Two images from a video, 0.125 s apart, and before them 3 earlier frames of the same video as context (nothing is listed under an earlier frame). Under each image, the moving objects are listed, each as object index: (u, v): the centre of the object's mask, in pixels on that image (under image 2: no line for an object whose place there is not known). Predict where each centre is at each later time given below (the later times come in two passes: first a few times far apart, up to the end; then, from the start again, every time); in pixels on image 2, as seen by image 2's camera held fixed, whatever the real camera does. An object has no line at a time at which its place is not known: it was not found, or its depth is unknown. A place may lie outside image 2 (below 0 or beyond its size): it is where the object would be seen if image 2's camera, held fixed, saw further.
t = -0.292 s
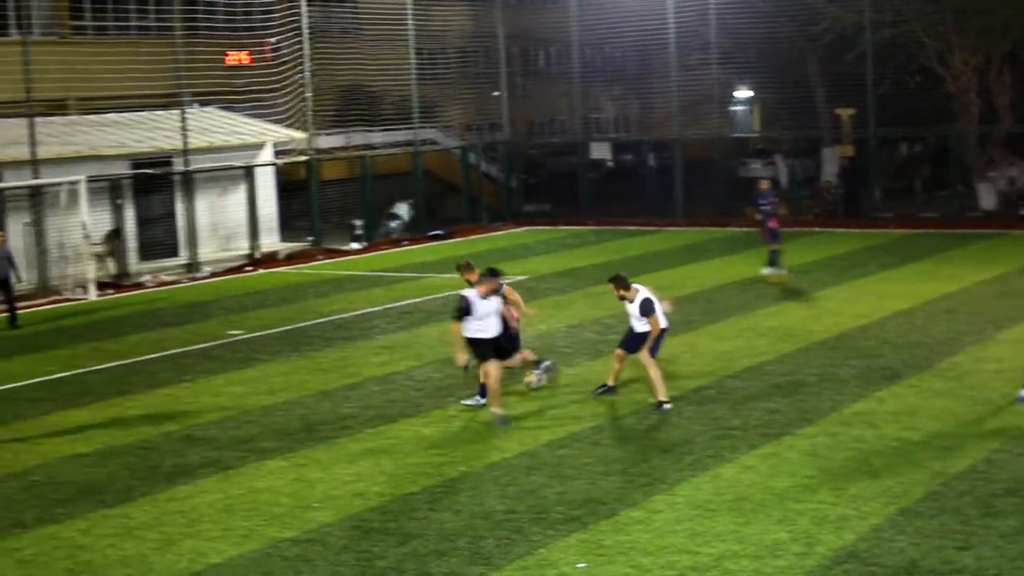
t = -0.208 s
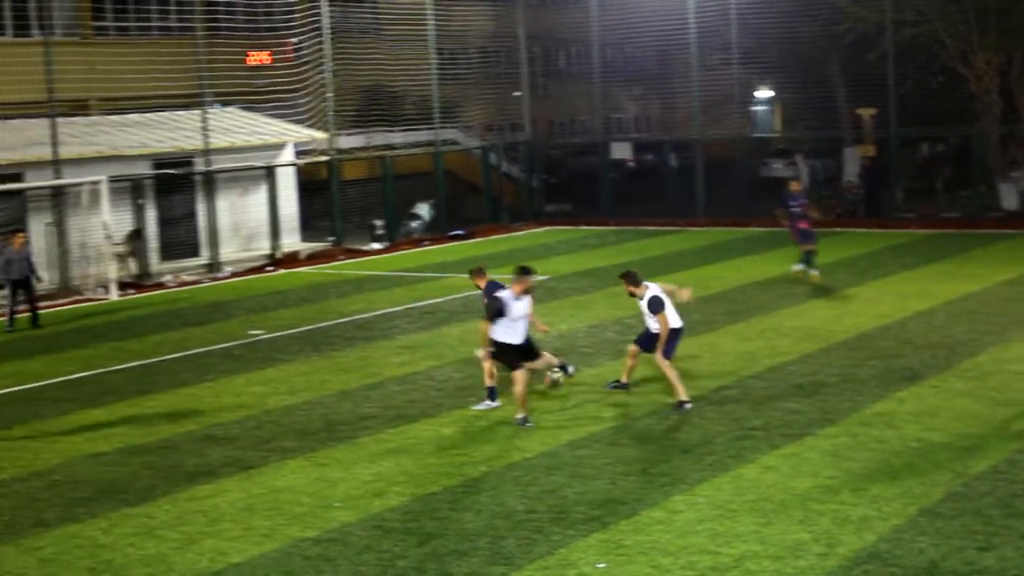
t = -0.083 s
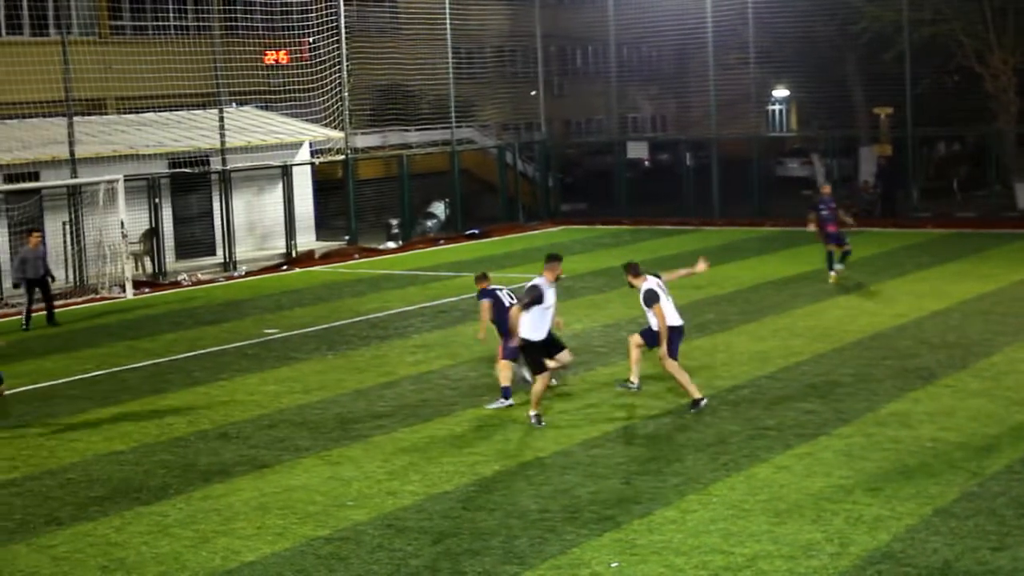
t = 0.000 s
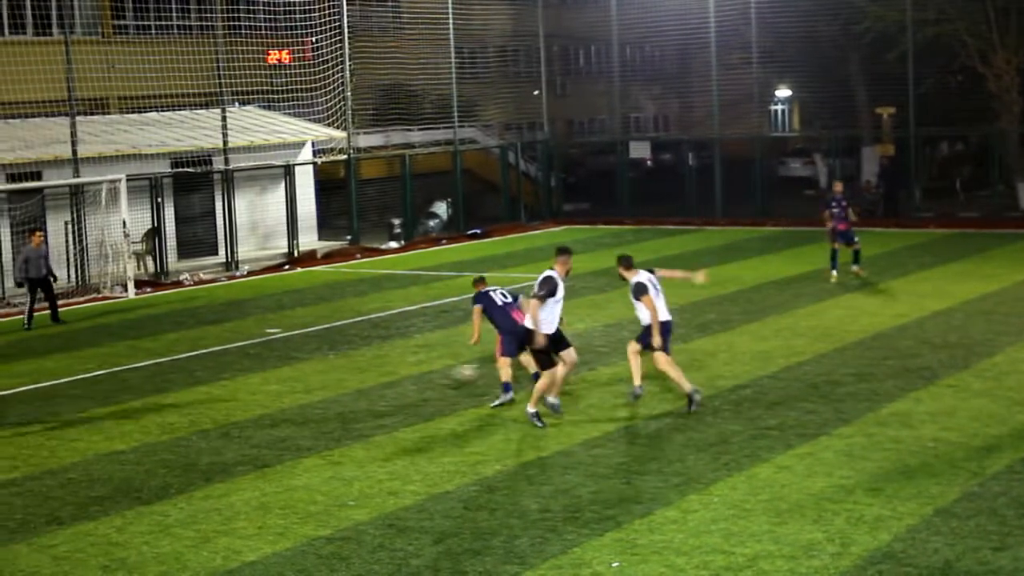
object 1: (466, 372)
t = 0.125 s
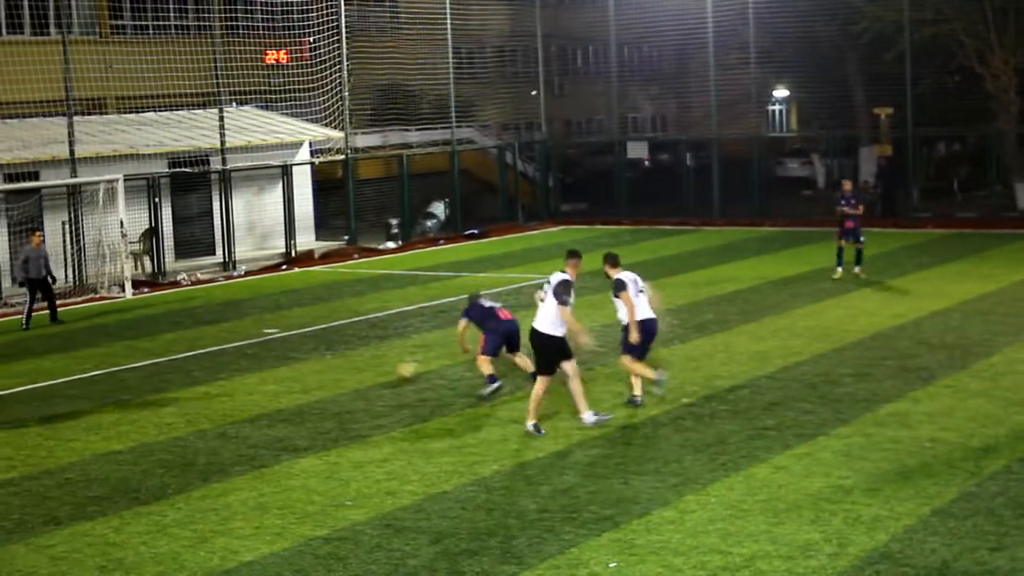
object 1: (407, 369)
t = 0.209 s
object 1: (376, 369)
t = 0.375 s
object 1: (326, 367)
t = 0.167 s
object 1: (393, 369)
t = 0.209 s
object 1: (376, 369)
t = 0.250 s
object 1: (363, 368)
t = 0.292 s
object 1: (349, 368)
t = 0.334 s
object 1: (336, 367)
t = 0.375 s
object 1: (326, 367)
